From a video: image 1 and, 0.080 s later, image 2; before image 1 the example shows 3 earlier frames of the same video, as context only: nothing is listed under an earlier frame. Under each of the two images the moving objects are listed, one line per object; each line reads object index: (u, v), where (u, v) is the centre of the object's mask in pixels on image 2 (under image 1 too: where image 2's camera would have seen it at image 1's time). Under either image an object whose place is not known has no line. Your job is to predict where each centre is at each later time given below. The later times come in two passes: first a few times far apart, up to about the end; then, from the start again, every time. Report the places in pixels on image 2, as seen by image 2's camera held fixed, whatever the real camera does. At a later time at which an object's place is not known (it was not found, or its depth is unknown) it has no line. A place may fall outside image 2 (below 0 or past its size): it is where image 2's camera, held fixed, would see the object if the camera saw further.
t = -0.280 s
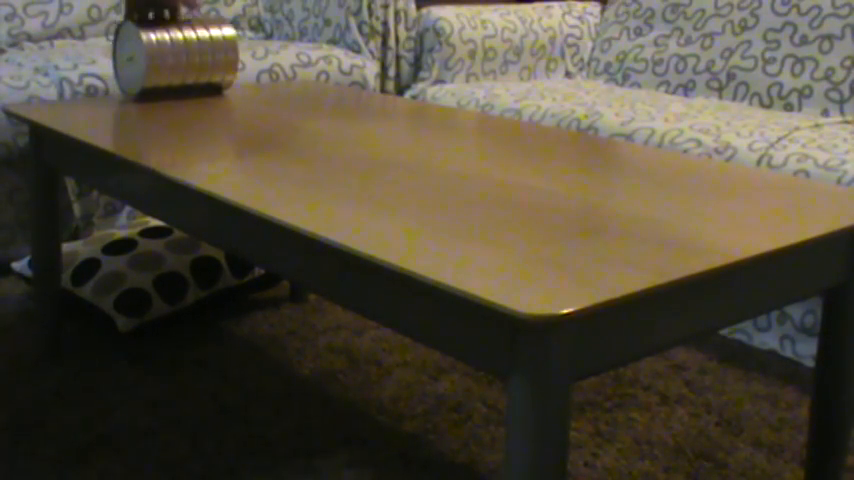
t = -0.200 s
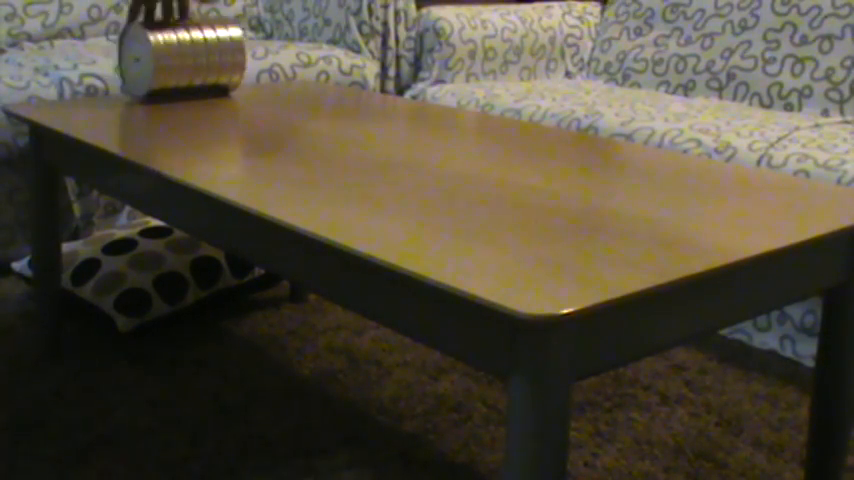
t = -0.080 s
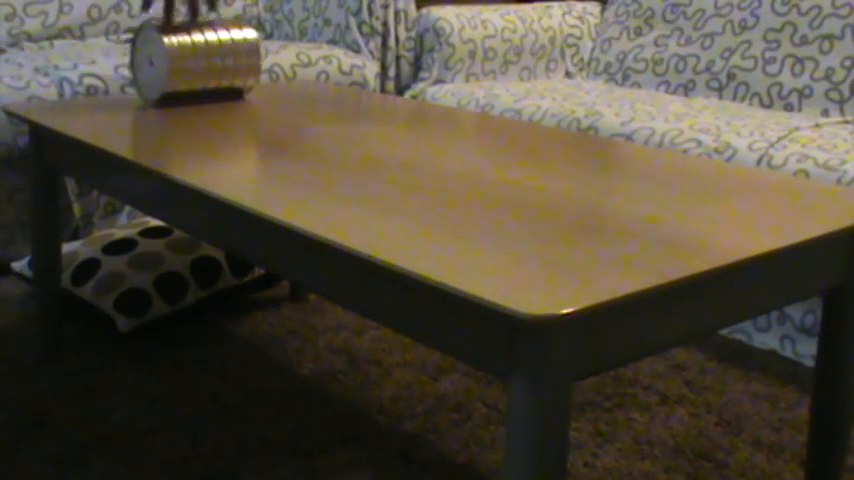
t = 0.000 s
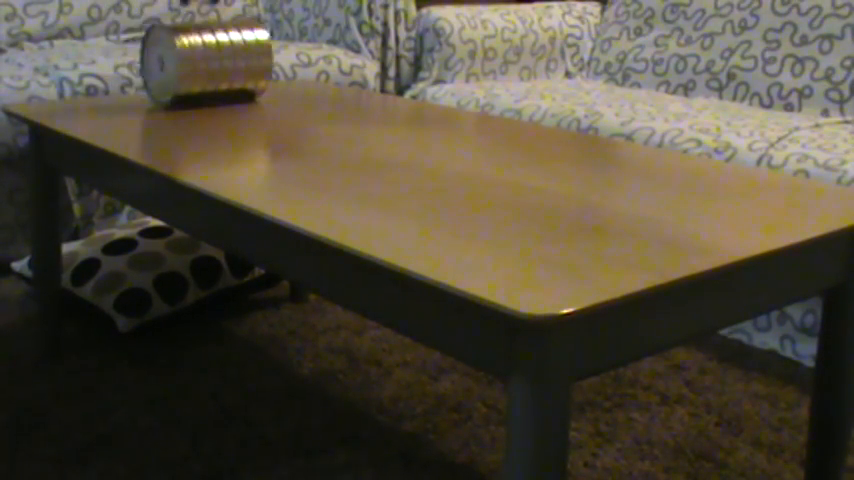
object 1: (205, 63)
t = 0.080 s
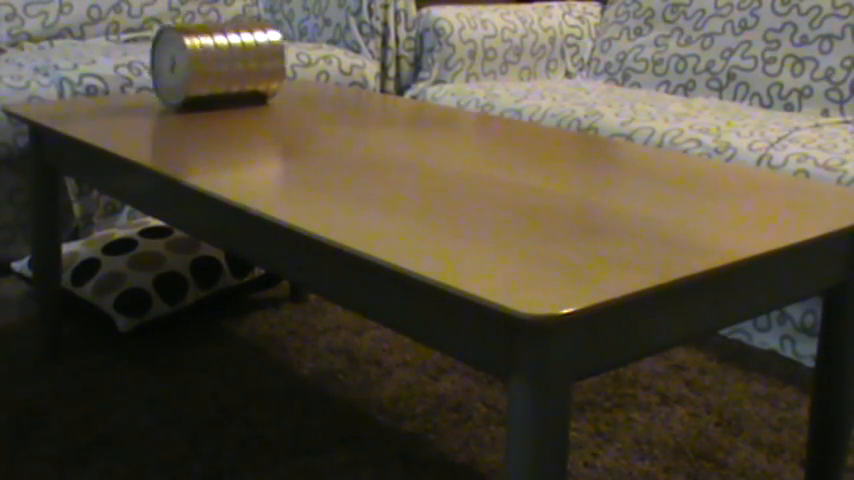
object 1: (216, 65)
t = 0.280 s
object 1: (245, 70)
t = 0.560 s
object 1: (288, 76)
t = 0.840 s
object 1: (332, 84)
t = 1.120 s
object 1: (377, 92)
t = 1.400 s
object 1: (422, 101)
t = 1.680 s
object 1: (466, 107)
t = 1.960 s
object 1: (508, 115)
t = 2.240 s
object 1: (547, 121)
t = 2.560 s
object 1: (584, 128)
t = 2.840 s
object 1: (611, 133)
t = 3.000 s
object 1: (623, 134)
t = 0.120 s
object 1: (222, 66)
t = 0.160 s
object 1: (227, 67)
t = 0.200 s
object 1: (233, 68)
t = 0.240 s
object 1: (239, 68)
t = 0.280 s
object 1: (245, 70)
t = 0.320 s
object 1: (250, 70)
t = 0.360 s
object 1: (256, 71)
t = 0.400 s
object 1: (263, 72)
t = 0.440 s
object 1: (269, 73)
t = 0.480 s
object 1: (275, 75)
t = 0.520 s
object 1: (281, 76)
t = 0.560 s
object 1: (288, 76)
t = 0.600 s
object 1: (293, 78)
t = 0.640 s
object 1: (299, 79)
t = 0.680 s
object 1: (306, 80)
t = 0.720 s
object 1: (313, 81)
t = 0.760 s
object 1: (319, 82)
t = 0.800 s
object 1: (326, 83)
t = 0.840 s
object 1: (332, 84)
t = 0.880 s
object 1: (338, 85)
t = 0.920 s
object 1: (345, 86)
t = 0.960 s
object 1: (351, 87)
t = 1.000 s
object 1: (358, 89)
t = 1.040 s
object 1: (364, 90)
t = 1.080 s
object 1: (370, 91)
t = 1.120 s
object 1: (377, 92)
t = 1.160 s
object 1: (383, 93)
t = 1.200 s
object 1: (390, 94)
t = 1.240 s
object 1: (397, 95)
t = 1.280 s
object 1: (403, 96)
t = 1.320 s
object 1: (409, 97)
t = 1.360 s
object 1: (415, 98)
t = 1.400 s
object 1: (422, 101)
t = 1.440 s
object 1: (428, 100)
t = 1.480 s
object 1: (435, 101)
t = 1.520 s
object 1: (441, 102)
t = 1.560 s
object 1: (447, 103)
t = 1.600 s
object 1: (454, 104)
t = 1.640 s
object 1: (460, 105)
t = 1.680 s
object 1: (466, 107)
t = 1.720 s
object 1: (472, 108)
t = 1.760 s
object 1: (478, 109)
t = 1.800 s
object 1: (484, 110)
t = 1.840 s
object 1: (491, 111)
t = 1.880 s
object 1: (497, 112)
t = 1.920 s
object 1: (503, 113)
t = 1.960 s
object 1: (508, 115)
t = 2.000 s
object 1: (513, 115)
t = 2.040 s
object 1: (520, 116)
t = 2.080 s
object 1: (525, 117)
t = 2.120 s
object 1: (531, 118)
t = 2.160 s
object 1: (536, 119)
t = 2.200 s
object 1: (542, 120)
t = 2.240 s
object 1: (547, 121)
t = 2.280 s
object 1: (552, 122)
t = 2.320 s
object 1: (558, 123)
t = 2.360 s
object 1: (562, 123)
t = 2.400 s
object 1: (567, 125)
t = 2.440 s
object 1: (571, 125)
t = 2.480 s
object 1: (576, 126)
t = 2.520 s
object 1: (580, 127)
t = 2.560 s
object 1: (584, 128)
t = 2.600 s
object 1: (589, 128)
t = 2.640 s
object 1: (593, 129)
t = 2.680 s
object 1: (597, 130)
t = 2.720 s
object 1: (601, 131)
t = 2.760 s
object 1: (604, 132)
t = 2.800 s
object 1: (608, 132)
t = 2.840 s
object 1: (611, 133)
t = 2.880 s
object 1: (614, 133)
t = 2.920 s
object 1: (617, 134)
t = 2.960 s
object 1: (620, 134)
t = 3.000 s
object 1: (623, 134)
